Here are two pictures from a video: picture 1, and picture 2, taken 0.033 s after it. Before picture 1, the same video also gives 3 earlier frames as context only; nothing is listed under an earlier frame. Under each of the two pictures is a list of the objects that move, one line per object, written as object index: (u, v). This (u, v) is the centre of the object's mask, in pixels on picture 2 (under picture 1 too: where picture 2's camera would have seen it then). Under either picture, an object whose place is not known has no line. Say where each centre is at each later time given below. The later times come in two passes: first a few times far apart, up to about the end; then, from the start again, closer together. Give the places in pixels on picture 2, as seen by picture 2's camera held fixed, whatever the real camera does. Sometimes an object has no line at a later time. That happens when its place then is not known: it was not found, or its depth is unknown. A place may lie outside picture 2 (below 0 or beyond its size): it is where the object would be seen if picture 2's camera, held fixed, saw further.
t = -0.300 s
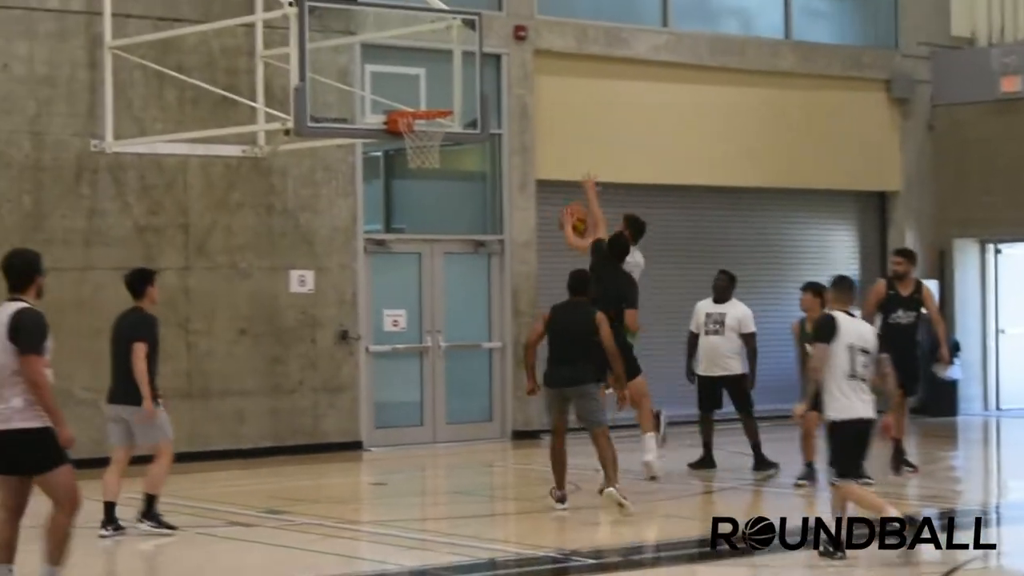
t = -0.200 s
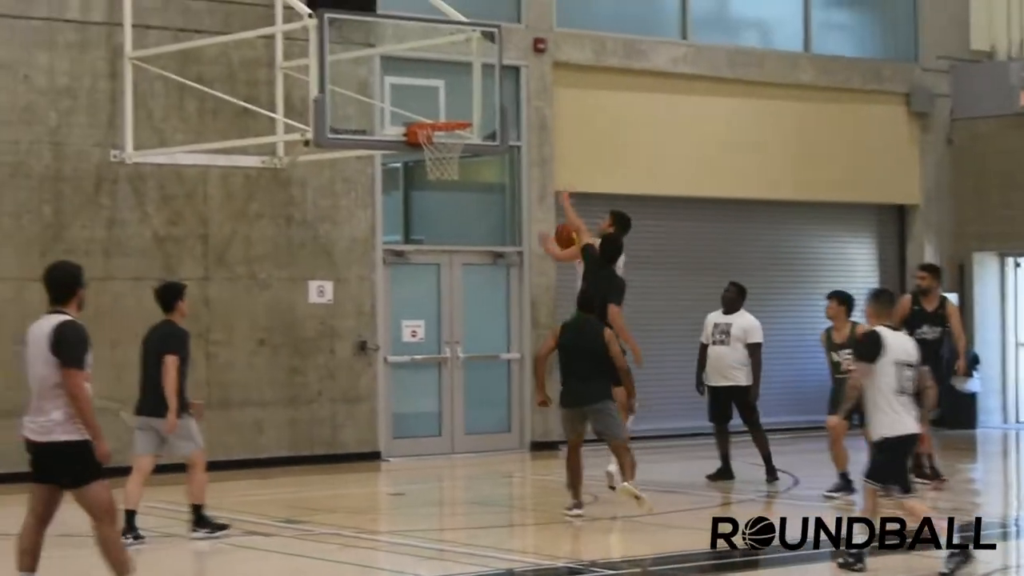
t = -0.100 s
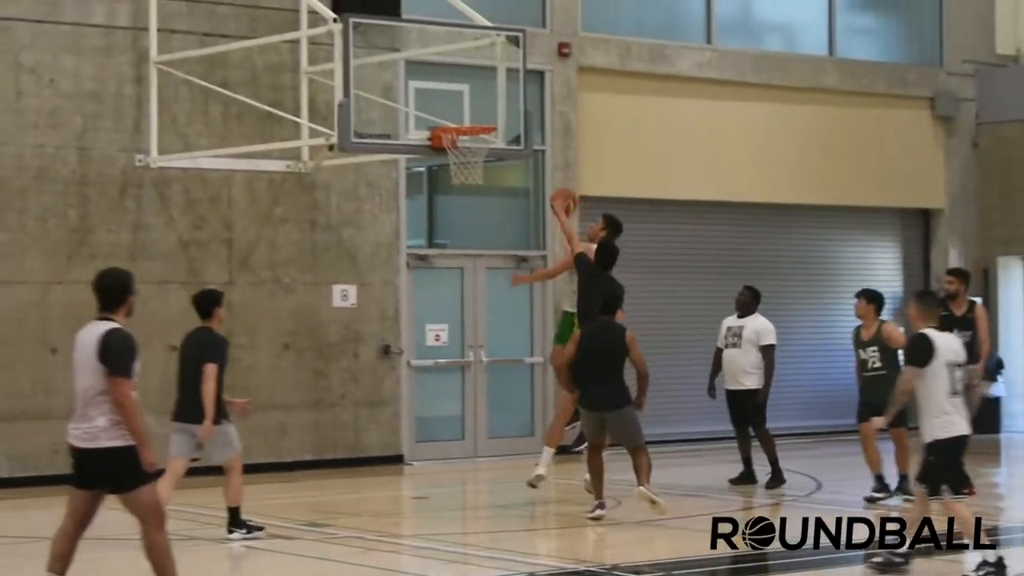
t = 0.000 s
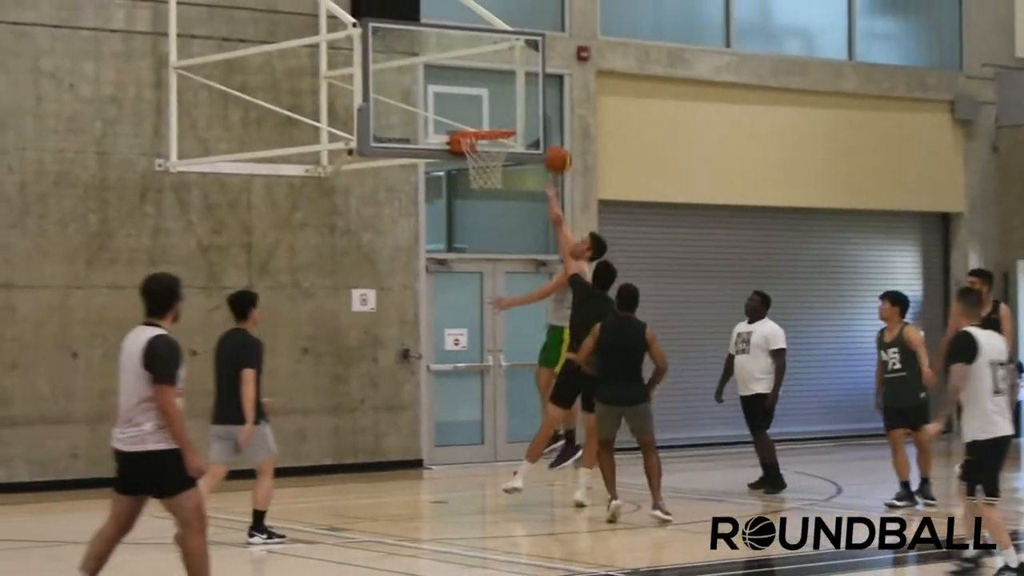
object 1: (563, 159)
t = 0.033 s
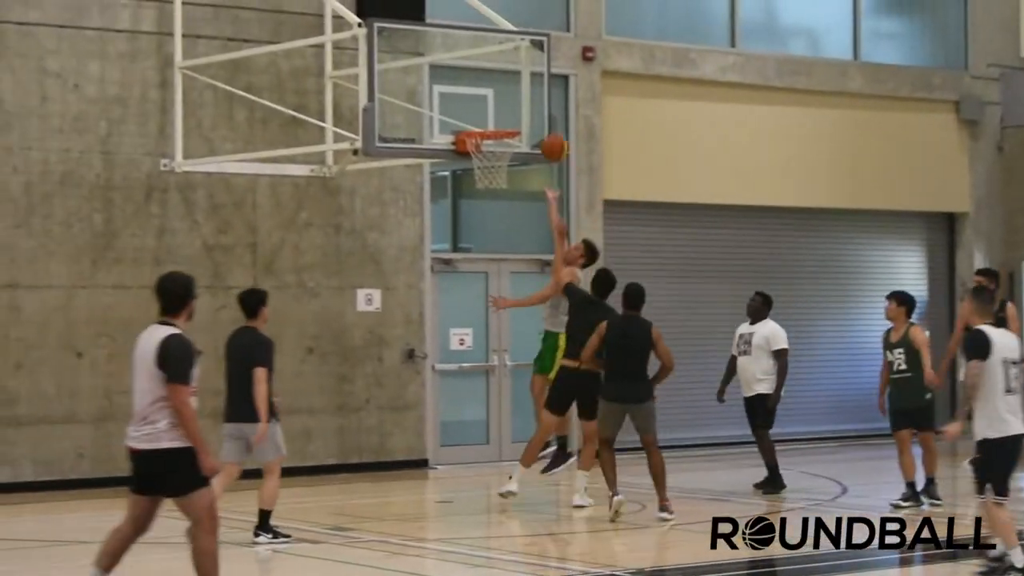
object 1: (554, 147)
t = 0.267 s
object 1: (517, 100)
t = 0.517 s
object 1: (507, 118)
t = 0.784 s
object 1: (481, 152)
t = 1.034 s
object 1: (483, 191)
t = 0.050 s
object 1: (550, 142)
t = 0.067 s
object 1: (546, 137)
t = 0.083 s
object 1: (542, 132)
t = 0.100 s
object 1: (538, 126)
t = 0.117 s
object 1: (533, 122)
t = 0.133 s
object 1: (529, 117)
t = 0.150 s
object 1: (525, 113)
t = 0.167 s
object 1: (521, 109)
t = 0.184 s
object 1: (519, 107)
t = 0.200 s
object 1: (518, 105)
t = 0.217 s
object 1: (518, 103)
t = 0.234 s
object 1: (517, 102)
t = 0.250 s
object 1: (517, 101)
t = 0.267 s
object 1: (517, 100)
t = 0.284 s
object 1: (516, 99)
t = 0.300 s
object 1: (515, 98)
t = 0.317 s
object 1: (515, 98)
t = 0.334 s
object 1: (514, 99)
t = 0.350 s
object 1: (514, 99)
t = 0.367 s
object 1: (513, 100)
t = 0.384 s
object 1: (513, 102)
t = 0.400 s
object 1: (512, 103)
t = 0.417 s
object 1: (512, 105)
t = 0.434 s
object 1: (511, 107)
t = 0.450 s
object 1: (511, 109)
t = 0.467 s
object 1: (510, 111)
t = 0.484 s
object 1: (510, 117)
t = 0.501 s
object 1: (509, 118)
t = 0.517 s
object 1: (507, 118)
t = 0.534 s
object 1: (505, 117)
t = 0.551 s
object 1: (504, 117)
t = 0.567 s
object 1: (502, 118)
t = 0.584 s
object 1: (500, 118)
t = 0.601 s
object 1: (498, 119)
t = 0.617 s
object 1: (496, 120)
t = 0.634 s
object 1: (494, 121)
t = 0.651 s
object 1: (492, 121)
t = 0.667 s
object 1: (491, 123)
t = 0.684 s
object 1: (489, 125)
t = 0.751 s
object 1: (483, 146)
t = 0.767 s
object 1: (481, 151)
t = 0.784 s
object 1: (481, 152)
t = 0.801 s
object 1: (478, 156)
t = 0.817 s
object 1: (478, 157)
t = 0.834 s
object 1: (478, 159)
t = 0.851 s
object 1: (479, 162)
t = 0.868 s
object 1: (479, 163)
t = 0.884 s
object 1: (478, 171)
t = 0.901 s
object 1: (479, 172)
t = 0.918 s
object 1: (480, 174)
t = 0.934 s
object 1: (479, 176)
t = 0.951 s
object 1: (480, 178)
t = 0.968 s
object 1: (479, 179)
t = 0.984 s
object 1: (482, 181)
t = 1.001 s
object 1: (481, 185)
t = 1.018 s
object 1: (483, 188)
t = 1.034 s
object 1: (483, 191)
